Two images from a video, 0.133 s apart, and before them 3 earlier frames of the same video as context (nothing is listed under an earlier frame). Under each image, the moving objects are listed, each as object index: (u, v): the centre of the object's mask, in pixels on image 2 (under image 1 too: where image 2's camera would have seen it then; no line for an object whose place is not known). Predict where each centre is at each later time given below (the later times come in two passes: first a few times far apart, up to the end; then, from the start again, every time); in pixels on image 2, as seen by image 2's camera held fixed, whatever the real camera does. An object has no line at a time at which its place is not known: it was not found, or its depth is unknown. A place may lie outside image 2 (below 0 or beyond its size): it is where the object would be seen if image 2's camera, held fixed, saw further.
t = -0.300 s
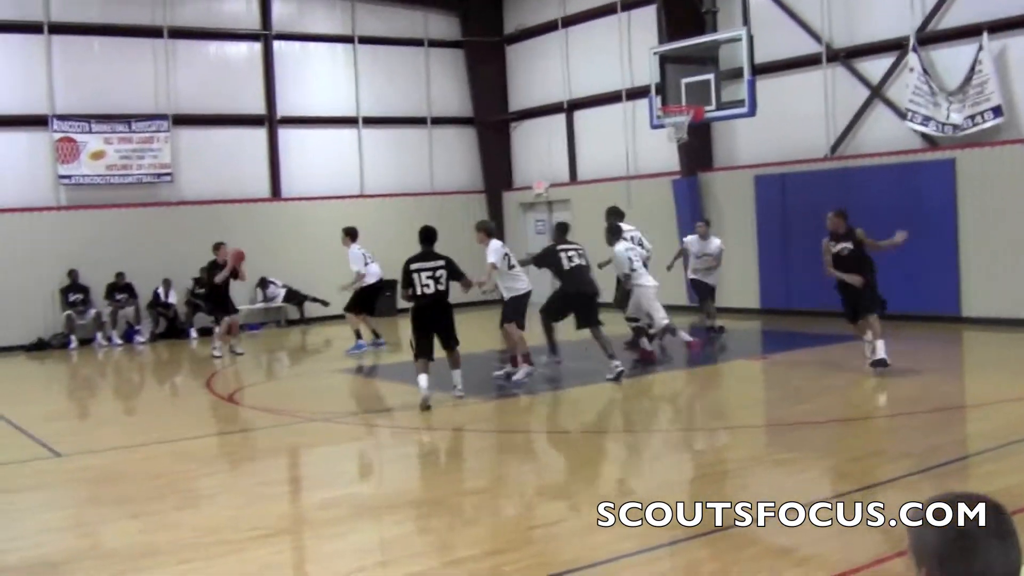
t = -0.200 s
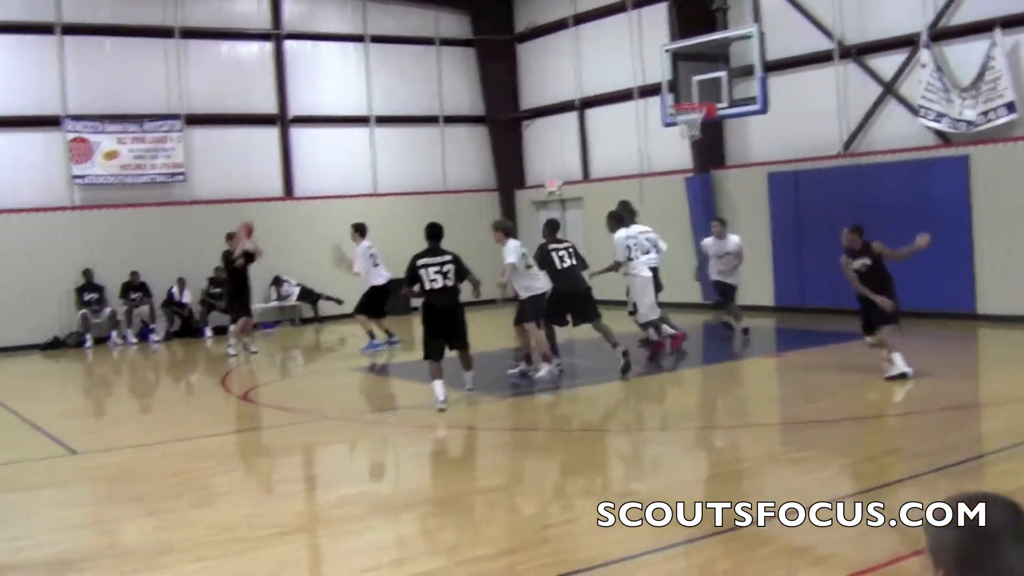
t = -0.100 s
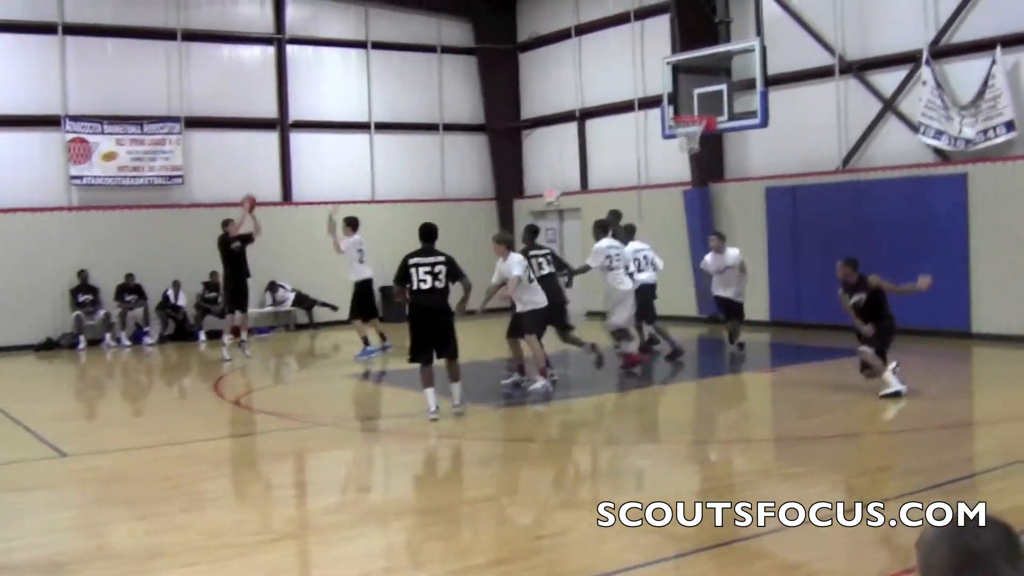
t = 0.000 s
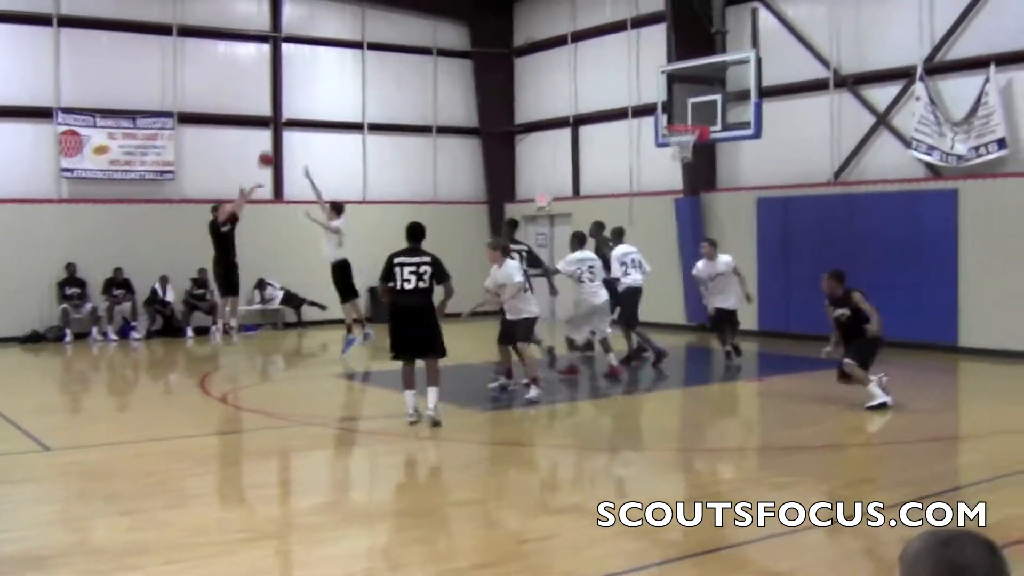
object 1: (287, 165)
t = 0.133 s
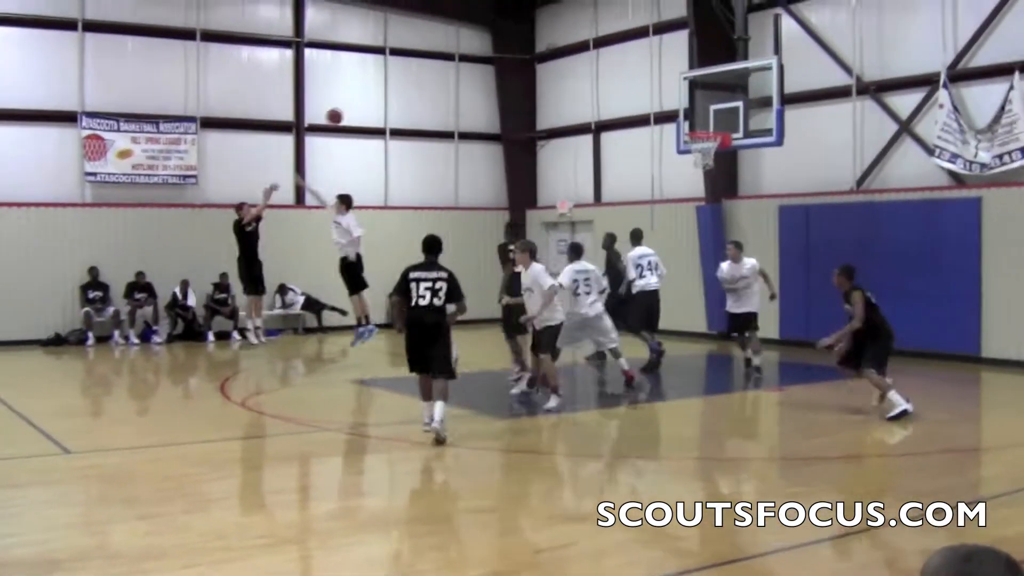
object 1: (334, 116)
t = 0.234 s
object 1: (369, 88)
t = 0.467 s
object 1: (454, 47)
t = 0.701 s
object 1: (541, 43)
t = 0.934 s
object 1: (631, 78)
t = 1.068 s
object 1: (684, 116)
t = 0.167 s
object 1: (346, 106)
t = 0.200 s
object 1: (358, 97)
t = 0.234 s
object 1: (369, 88)
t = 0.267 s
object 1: (381, 79)
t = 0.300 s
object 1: (393, 73)
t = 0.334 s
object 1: (406, 65)
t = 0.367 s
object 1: (418, 60)
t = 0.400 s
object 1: (430, 54)
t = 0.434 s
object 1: (442, 50)
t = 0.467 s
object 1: (454, 47)
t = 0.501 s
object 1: (466, 44)
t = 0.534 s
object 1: (478, 41)
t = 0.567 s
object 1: (492, 39)
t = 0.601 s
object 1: (504, 40)
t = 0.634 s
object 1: (515, 40)
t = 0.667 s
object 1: (526, 41)
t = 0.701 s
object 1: (541, 43)
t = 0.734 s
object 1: (554, 44)
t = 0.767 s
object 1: (568, 48)
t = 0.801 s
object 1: (579, 52)
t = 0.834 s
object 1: (592, 57)
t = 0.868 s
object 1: (605, 62)
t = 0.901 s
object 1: (618, 70)
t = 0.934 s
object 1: (631, 78)
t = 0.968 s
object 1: (645, 86)
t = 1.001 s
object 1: (659, 96)
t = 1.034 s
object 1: (672, 106)
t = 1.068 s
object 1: (684, 116)
